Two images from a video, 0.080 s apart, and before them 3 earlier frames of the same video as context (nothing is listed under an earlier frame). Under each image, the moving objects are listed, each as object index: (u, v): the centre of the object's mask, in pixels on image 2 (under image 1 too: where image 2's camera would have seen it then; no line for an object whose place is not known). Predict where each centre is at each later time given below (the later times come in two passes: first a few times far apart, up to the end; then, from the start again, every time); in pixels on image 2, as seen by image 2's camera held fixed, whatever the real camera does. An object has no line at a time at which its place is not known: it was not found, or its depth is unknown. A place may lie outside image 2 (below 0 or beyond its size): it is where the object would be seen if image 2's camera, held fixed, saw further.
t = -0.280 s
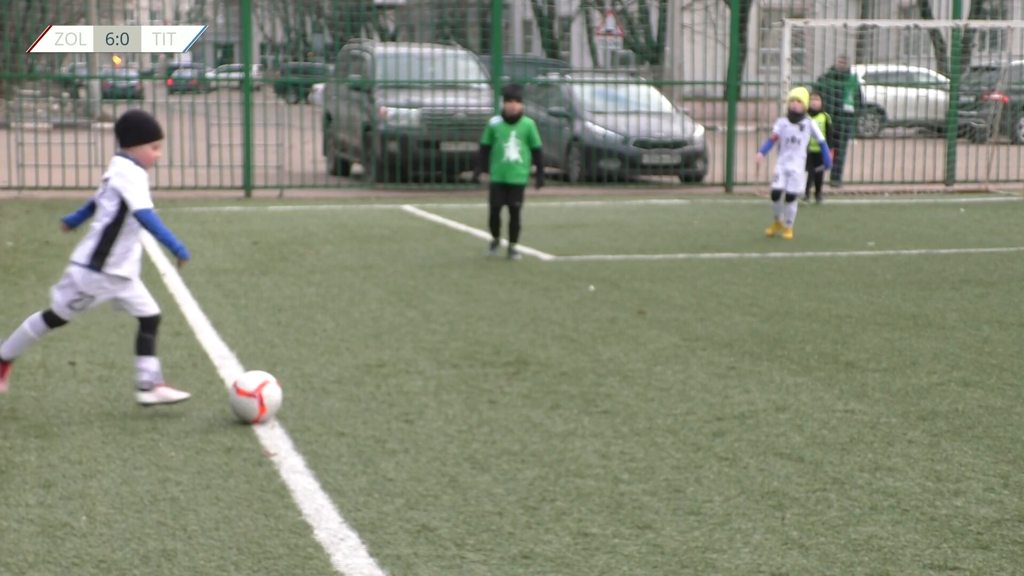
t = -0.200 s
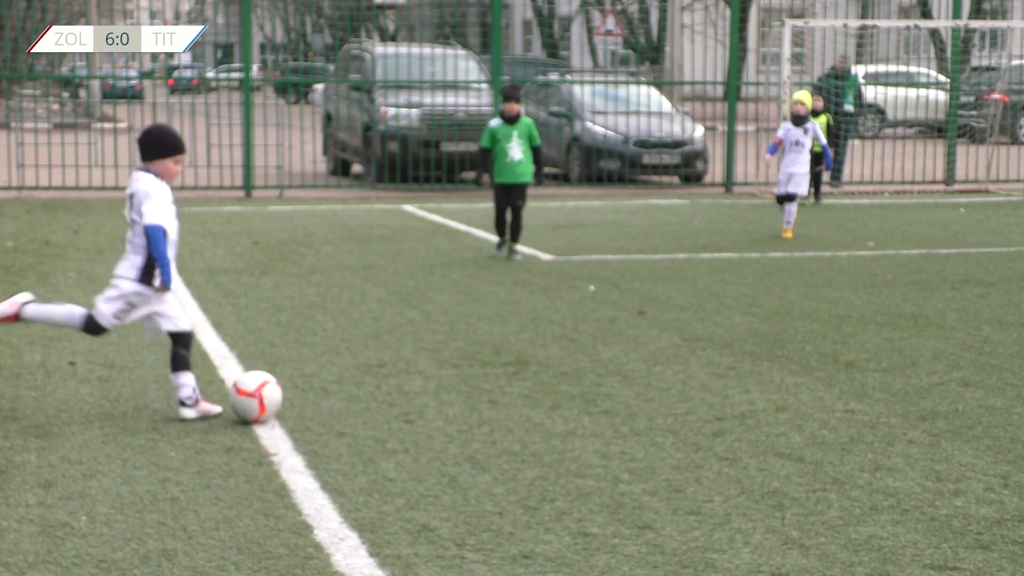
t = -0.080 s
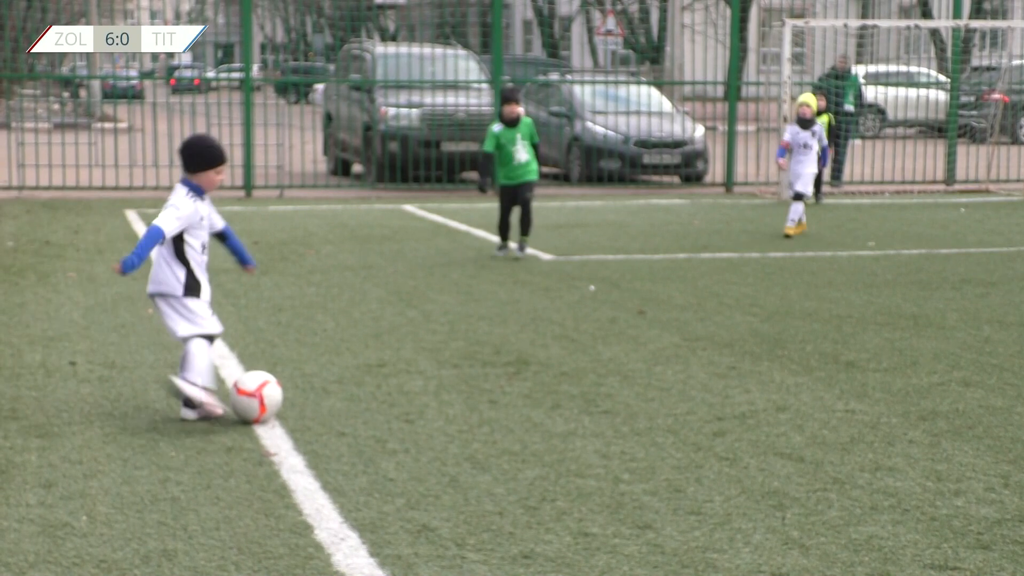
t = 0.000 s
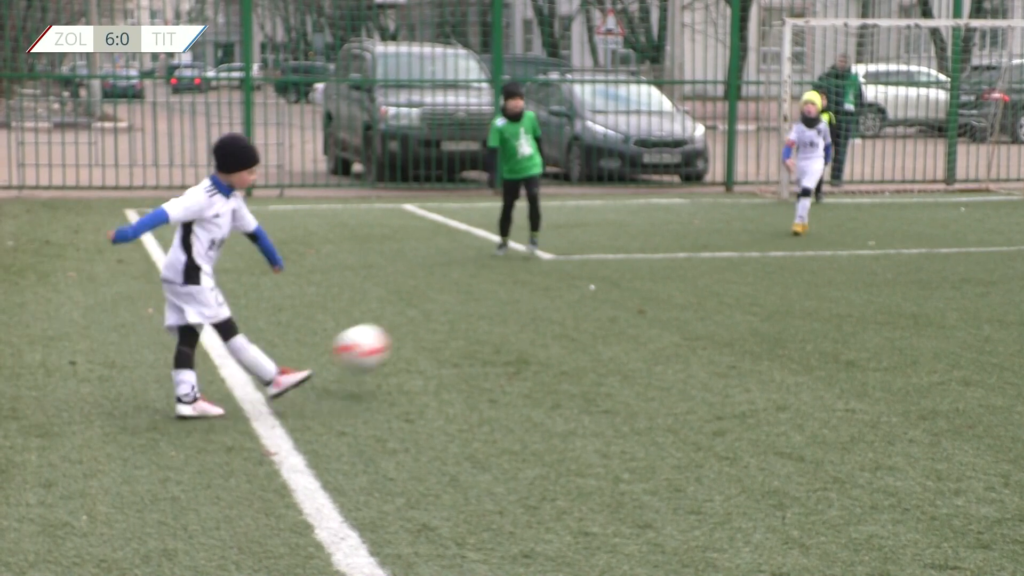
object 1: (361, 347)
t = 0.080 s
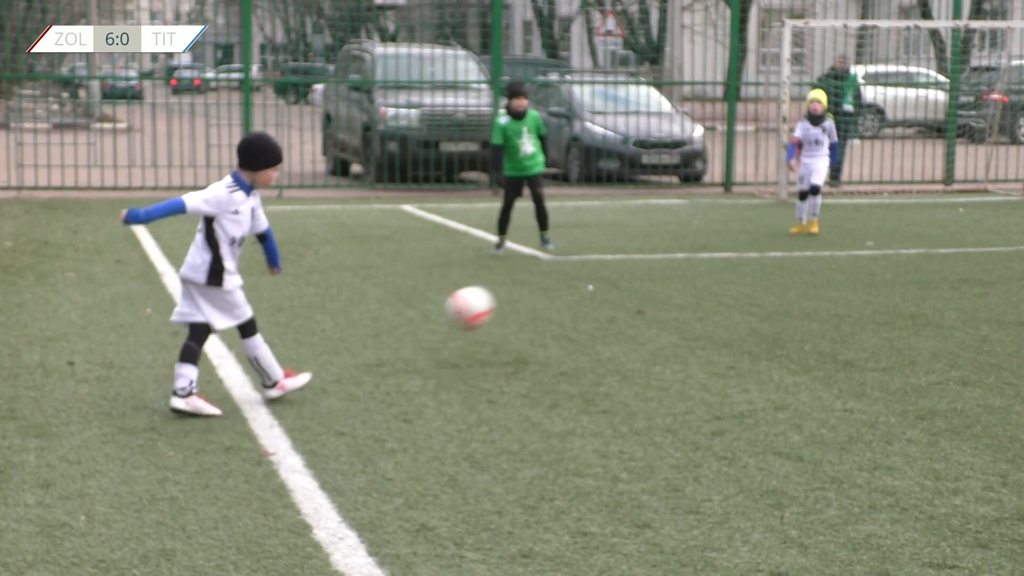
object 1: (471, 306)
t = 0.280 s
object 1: (665, 277)
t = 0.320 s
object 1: (695, 279)
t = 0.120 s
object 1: (519, 294)
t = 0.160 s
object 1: (561, 284)
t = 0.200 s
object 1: (598, 279)
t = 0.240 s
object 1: (634, 276)
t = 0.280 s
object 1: (665, 277)
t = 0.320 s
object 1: (695, 279)
